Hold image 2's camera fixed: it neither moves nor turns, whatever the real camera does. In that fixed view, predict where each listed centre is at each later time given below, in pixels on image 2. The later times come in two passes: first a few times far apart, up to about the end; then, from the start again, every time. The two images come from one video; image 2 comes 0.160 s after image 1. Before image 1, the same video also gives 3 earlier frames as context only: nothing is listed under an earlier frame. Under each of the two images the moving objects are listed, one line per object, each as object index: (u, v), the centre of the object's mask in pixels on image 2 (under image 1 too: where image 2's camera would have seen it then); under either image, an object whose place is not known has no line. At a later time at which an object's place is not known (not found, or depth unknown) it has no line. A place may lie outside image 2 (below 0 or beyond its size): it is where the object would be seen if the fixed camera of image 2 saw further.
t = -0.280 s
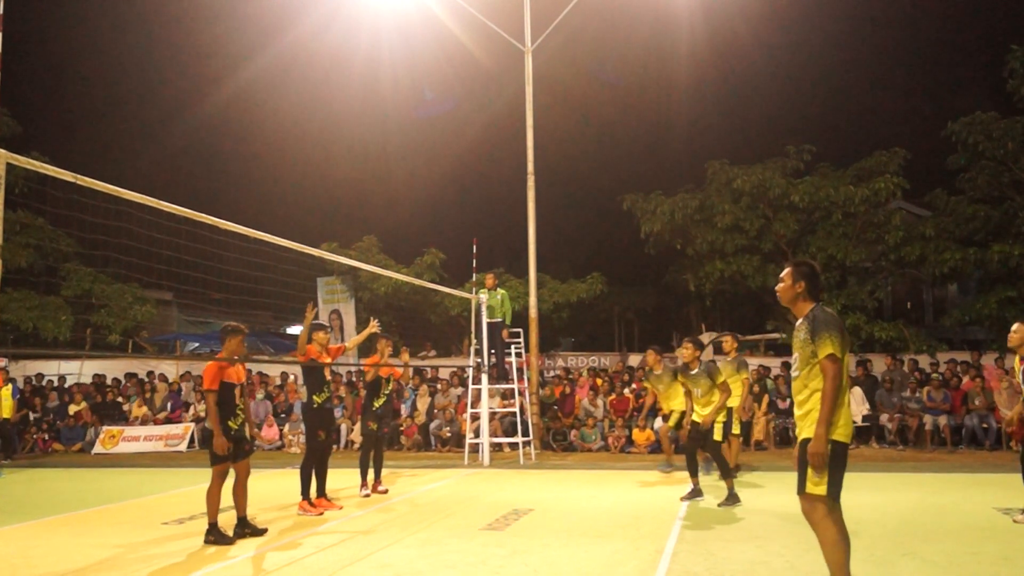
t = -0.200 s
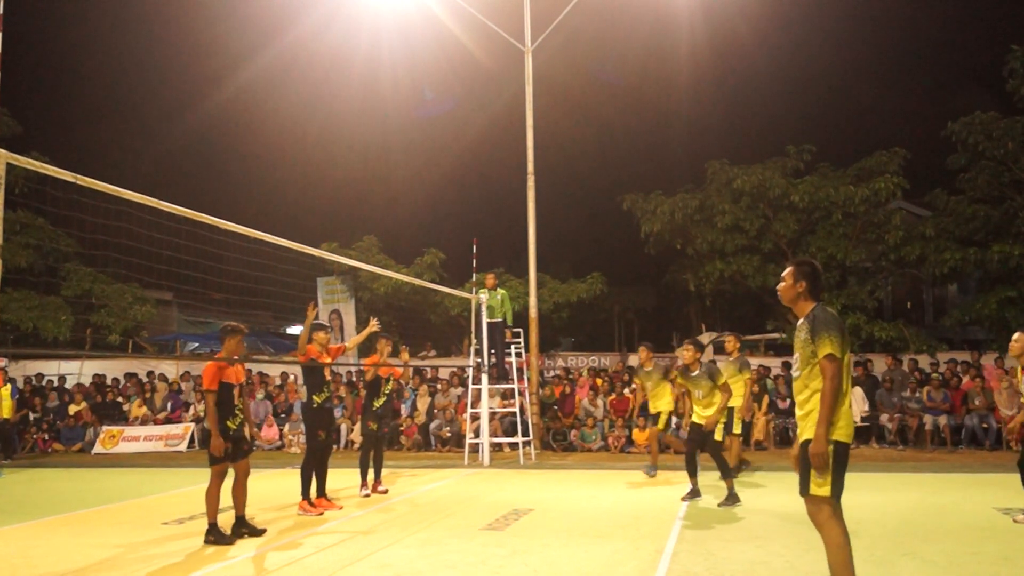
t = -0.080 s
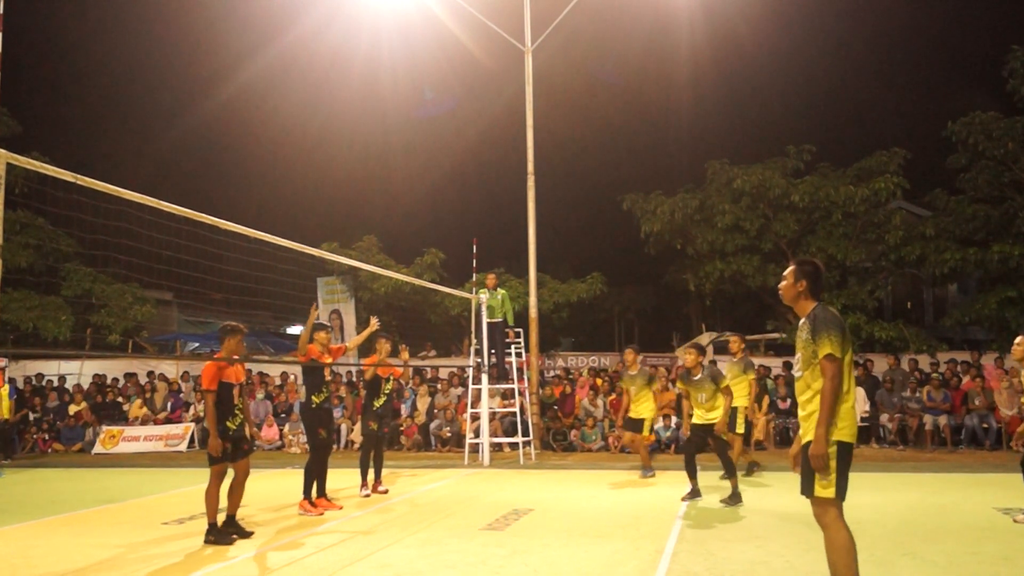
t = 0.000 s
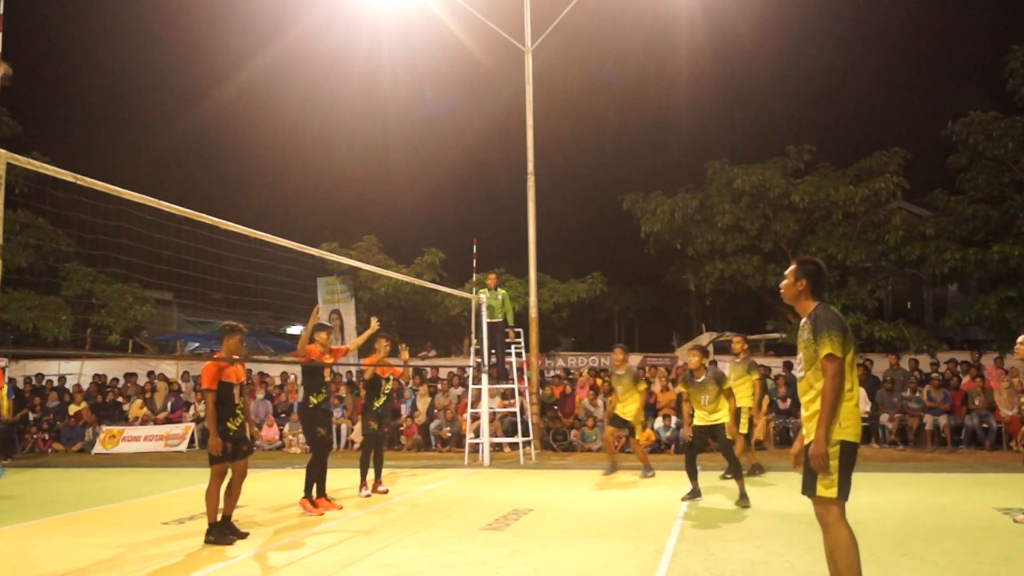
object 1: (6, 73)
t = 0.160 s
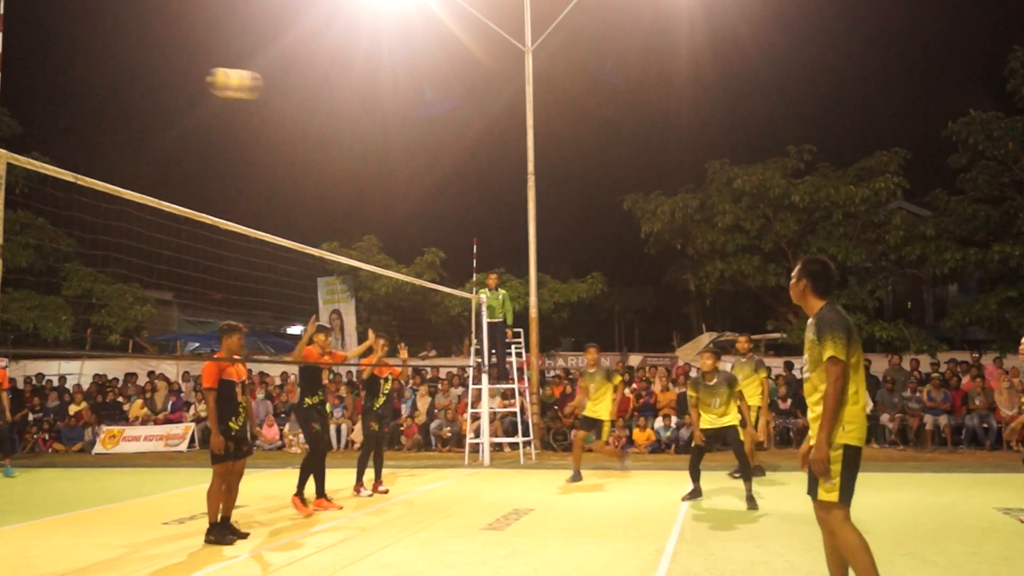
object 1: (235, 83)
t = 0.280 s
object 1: (431, 113)
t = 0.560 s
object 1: (915, 261)
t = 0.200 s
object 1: (299, 91)
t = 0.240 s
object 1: (365, 101)
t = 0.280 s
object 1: (431, 113)
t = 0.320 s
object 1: (498, 127)
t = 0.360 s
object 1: (566, 143)
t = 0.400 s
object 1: (634, 161)
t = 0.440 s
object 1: (704, 183)
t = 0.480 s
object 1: (772, 204)
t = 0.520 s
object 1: (843, 231)
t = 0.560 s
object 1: (915, 261)
